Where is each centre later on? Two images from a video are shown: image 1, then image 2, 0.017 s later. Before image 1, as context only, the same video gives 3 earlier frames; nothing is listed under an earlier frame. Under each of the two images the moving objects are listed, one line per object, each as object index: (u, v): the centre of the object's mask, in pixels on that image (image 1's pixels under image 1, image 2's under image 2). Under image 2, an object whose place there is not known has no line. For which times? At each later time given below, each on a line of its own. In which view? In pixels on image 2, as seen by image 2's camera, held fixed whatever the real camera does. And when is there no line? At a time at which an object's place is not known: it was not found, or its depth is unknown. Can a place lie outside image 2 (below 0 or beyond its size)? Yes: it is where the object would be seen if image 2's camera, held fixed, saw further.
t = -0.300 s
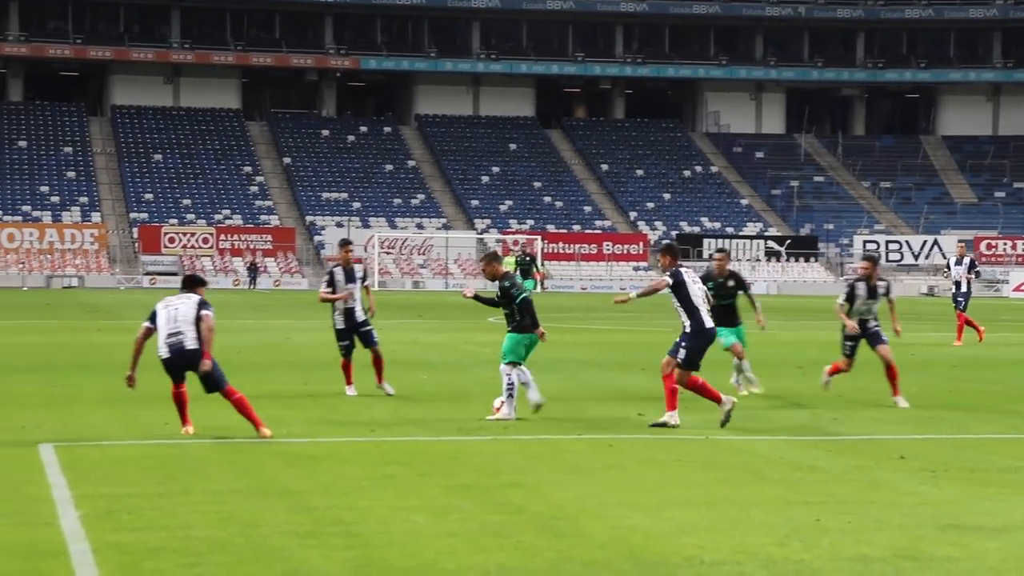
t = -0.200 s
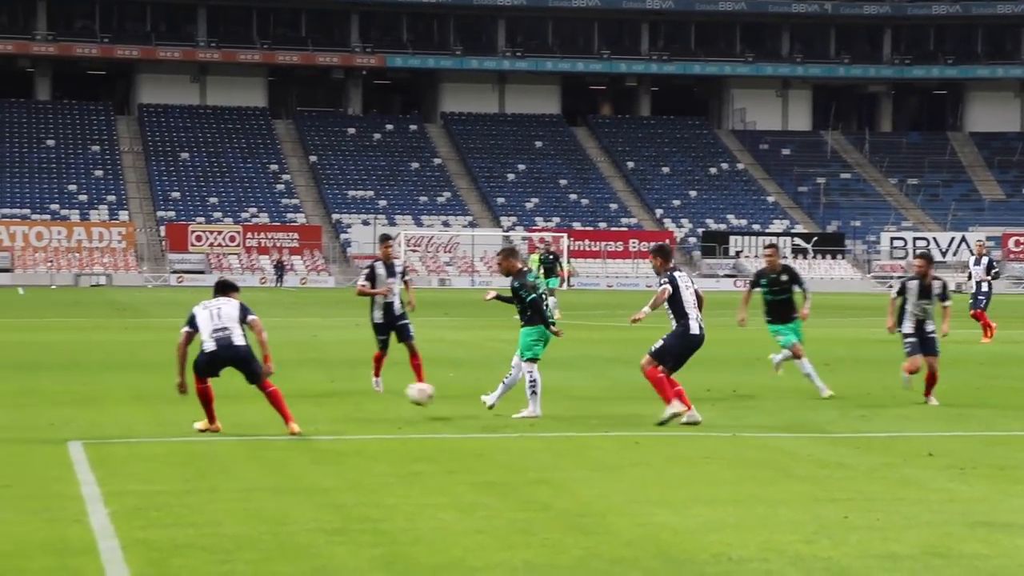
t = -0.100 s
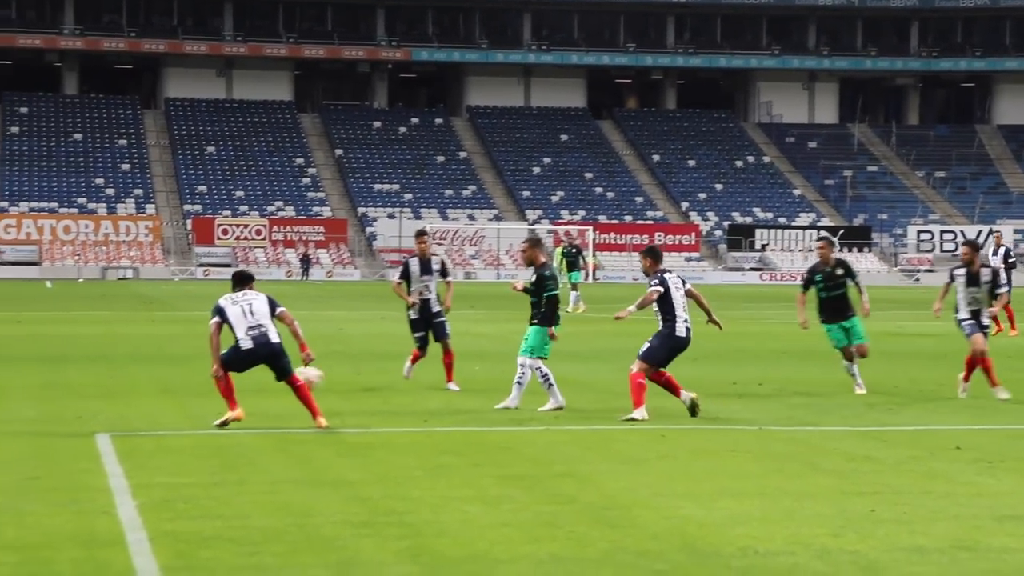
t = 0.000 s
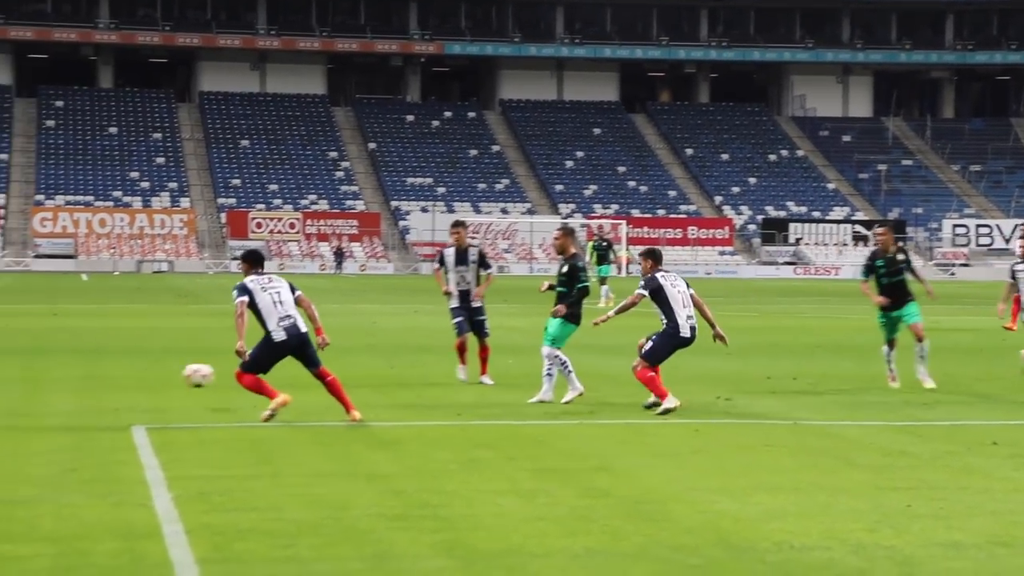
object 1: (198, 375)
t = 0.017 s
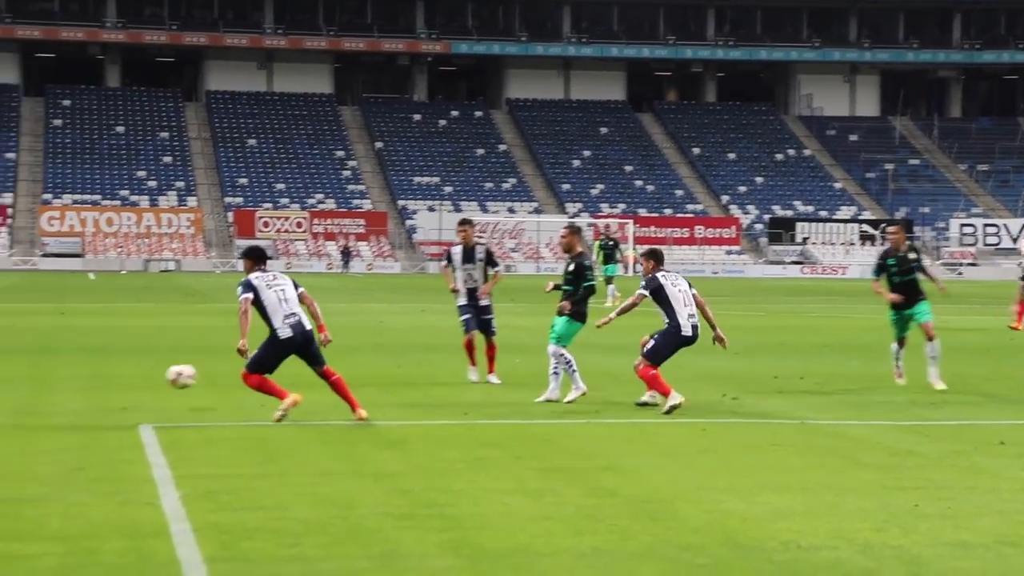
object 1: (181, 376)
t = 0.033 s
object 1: (157, 378)
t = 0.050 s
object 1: (134, 380)
